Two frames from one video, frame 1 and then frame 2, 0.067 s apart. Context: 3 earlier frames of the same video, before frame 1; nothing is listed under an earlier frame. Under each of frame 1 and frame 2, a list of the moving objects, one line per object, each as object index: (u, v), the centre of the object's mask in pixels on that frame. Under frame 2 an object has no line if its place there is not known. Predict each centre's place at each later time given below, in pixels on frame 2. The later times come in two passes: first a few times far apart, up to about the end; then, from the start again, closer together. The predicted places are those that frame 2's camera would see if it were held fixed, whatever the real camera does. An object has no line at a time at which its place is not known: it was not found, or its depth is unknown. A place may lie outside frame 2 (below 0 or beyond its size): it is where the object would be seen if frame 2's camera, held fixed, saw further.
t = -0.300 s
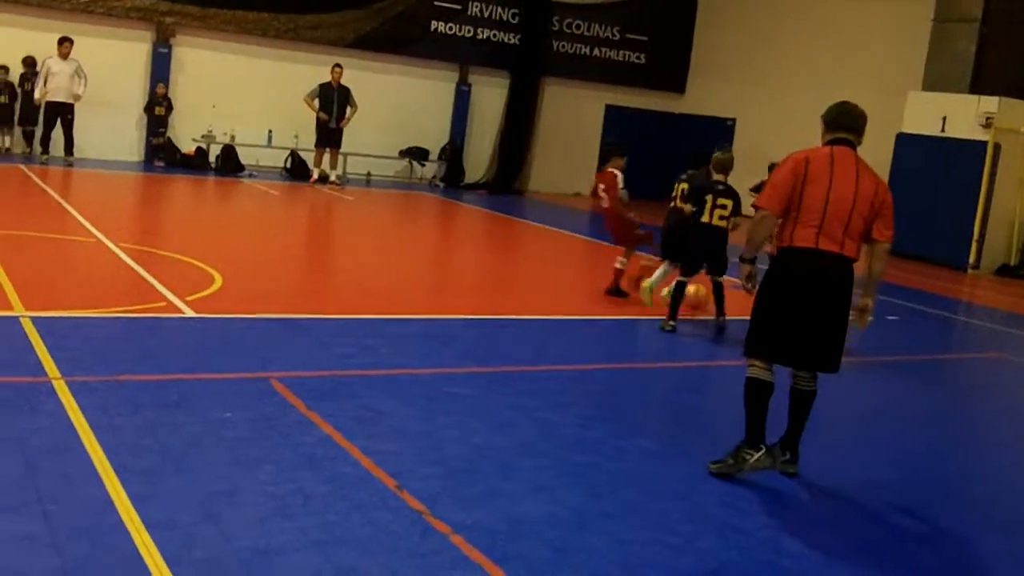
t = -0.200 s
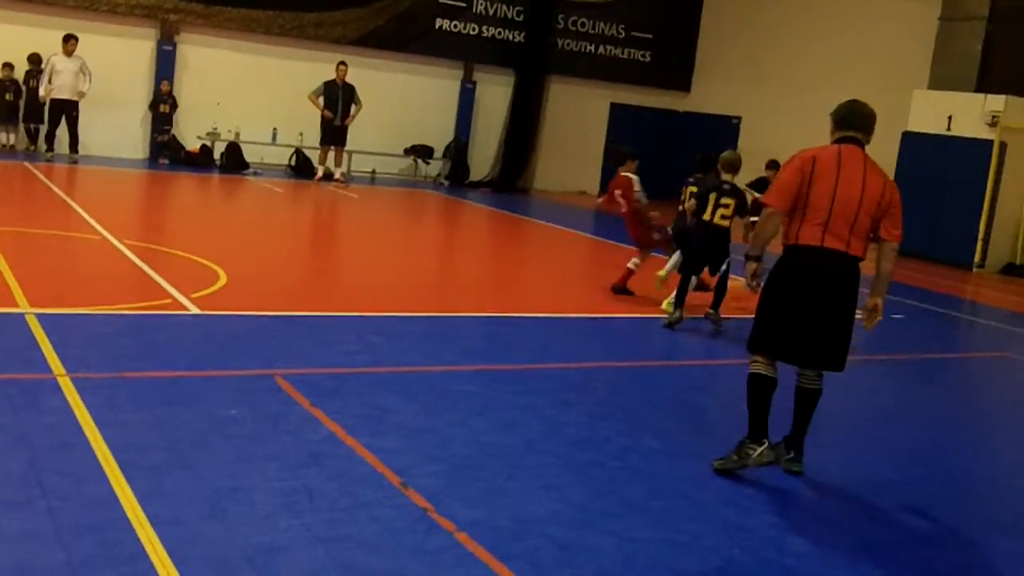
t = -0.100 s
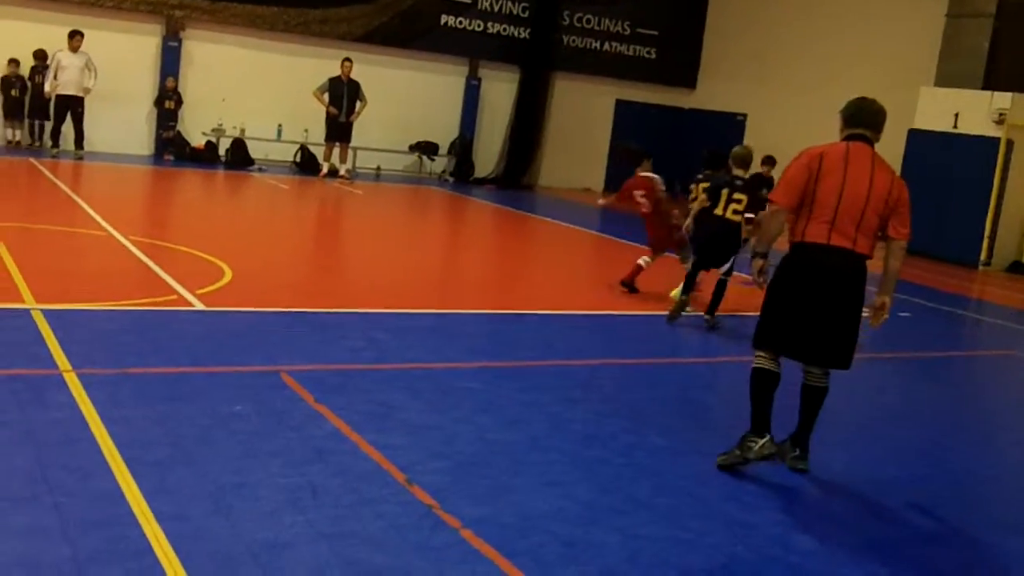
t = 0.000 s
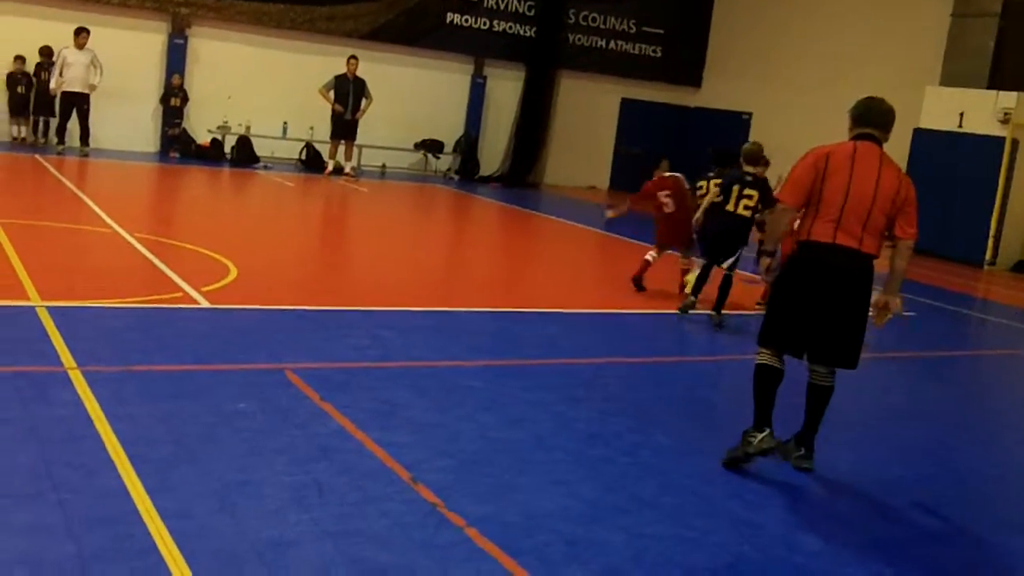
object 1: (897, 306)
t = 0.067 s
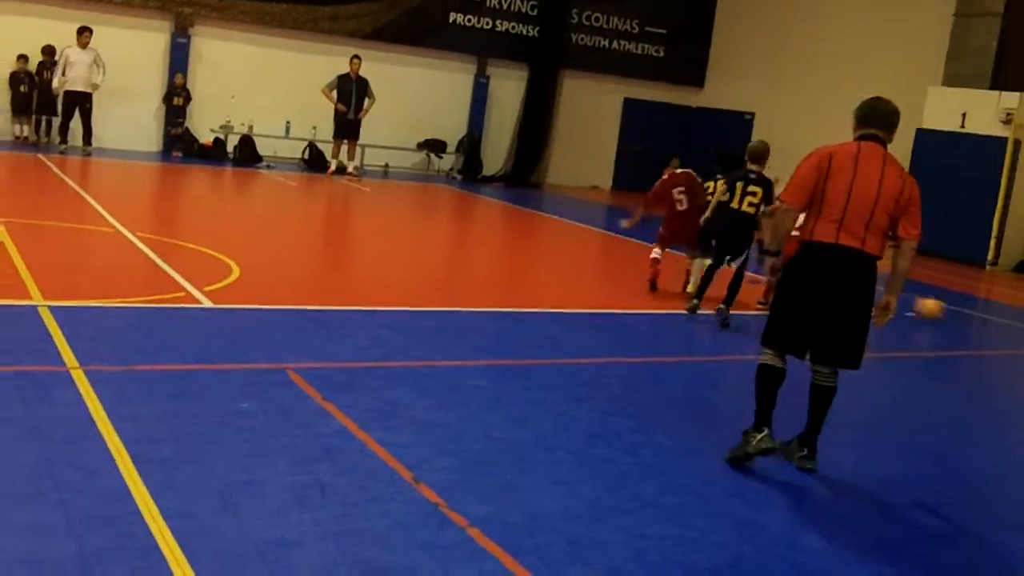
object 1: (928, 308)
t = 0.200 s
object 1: (999, 316)
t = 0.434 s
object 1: (1100, 326)
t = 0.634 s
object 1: (1169, 332)
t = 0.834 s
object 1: (1237, 338)
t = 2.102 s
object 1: (1511, 370)
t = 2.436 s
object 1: (1530, 377)
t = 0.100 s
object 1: (948, 309)
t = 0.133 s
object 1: (966, 310)
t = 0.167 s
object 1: (982, 312)
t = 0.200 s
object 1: (999, 316)
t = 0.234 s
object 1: (1016, 318)
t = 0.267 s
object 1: (1030, 318)
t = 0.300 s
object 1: (1043, 320)
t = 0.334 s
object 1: (1060, 323)
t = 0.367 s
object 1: (1075, 323)
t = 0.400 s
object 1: (1089, 325)
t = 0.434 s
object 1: (1100, 326)
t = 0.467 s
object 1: (1113, 326)
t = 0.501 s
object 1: (1124, 329)
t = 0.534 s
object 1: (1134, 329)
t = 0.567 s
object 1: (1147, 331)
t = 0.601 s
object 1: (1157, 331)
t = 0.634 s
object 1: (1169, 332)
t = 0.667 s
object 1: (1181, 334)
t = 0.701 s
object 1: (1191, 337)
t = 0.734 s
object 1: (1205, 335)
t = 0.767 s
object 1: (1214, 336)
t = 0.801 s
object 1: (1228, 336)
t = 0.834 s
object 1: (1237, 338)
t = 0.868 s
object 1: (1246, 340)
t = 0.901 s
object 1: (1257, 341)
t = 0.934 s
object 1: (1269, 341)
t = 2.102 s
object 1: (1511, 370)
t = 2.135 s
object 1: (1514, 372)
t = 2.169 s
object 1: (1515, 372)
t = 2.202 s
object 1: (1516, 373)
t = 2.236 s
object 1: (1519, 374)
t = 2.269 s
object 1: (1520, 374)
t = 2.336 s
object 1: (1525, 376)
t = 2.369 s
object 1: (1527, 377)
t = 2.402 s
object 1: (1528, 377)
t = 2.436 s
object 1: (1530, 377)
